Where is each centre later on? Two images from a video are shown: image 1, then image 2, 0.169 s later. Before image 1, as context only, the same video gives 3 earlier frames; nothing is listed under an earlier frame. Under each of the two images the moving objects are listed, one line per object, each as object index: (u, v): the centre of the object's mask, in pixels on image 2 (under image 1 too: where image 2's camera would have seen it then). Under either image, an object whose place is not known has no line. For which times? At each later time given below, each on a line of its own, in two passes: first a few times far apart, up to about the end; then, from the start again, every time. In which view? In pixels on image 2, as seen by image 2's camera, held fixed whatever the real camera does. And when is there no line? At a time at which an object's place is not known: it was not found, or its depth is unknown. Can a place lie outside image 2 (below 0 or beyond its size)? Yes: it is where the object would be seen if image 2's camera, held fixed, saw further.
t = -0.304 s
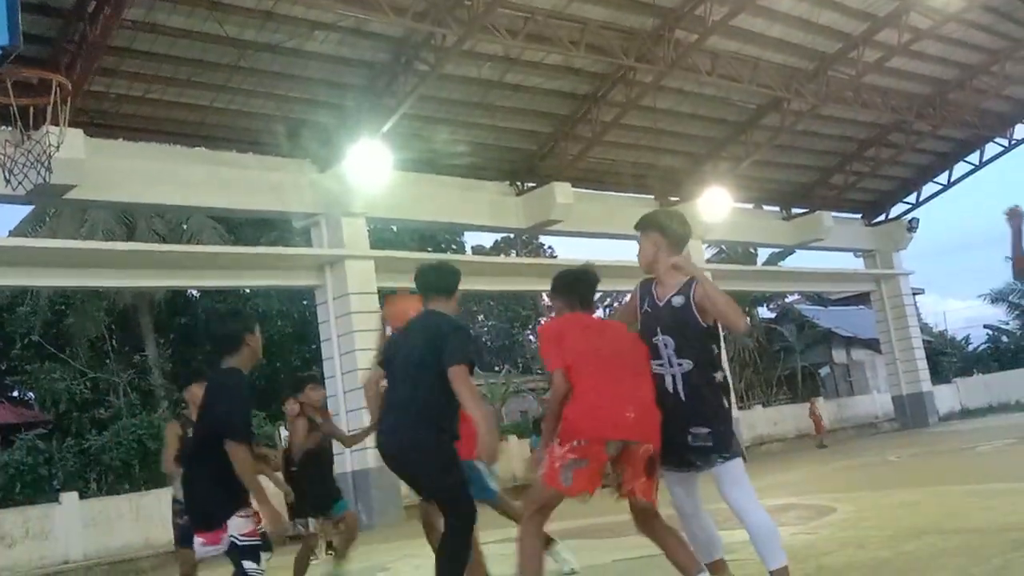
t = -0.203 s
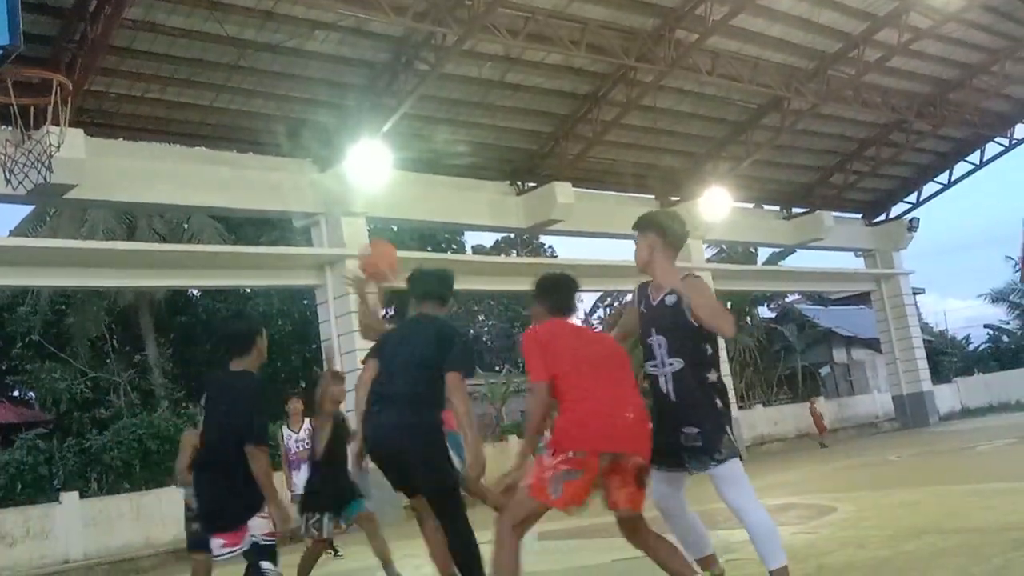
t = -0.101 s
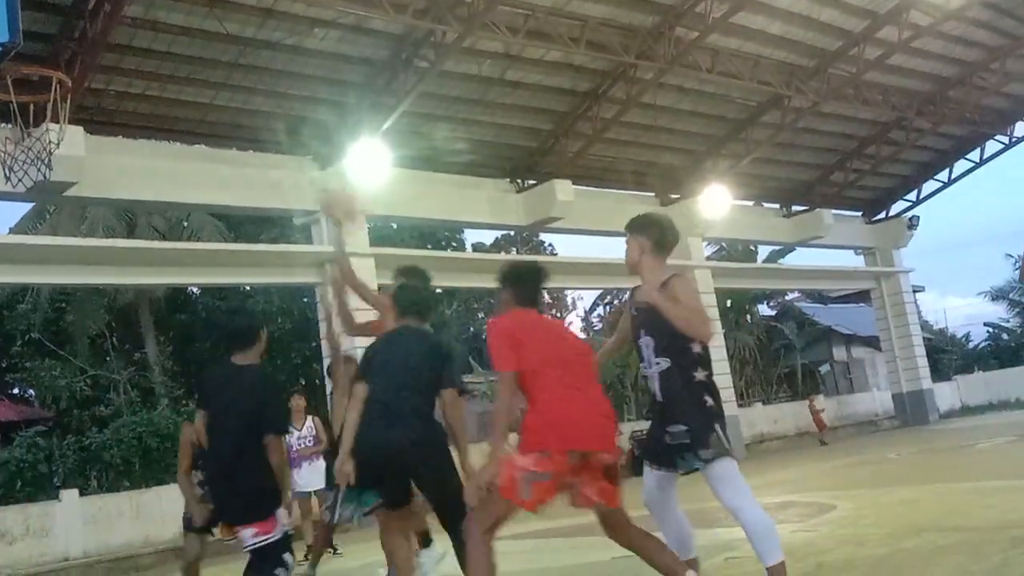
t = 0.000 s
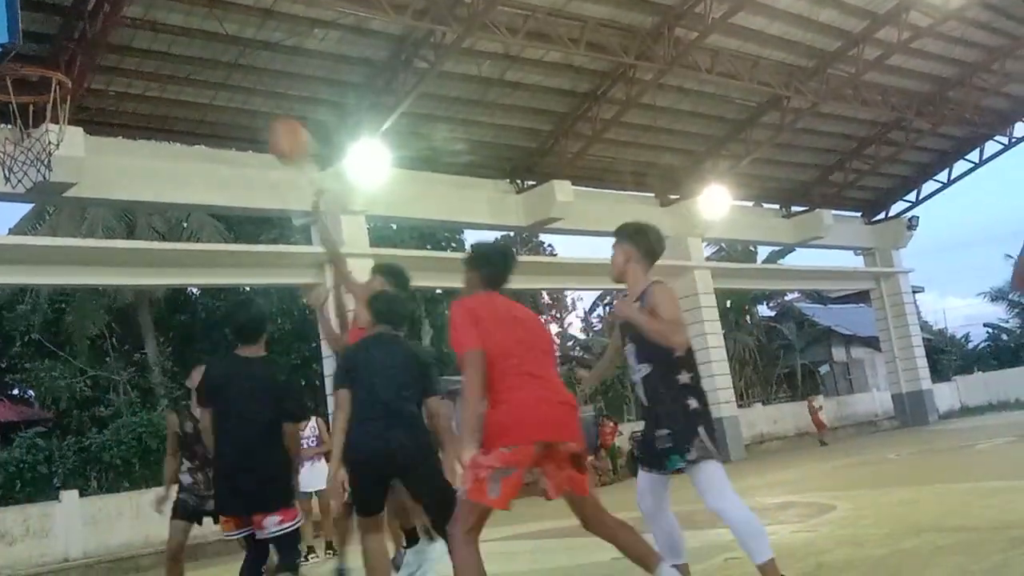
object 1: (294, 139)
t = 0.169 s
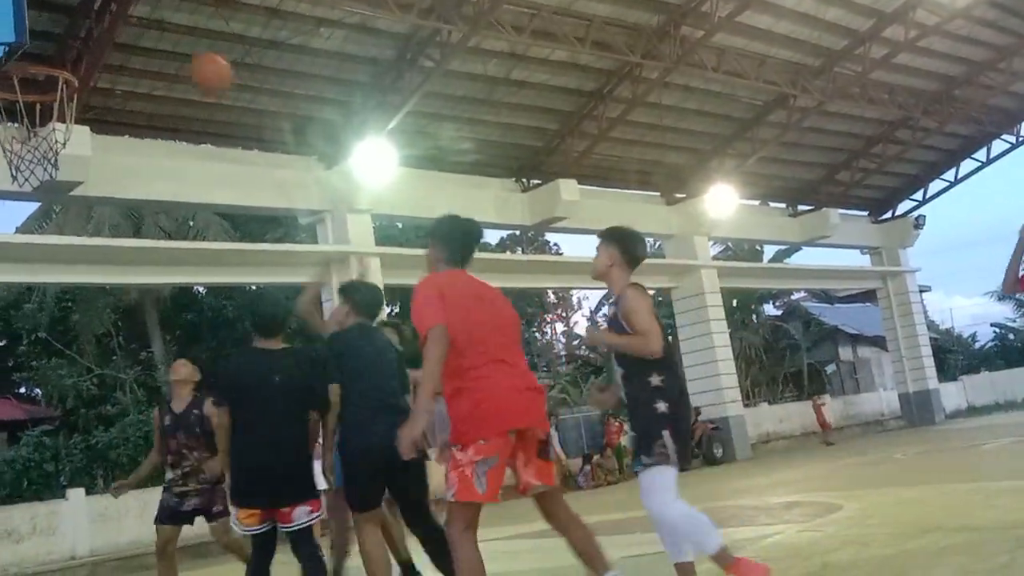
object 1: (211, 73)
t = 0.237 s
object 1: (178, 60)
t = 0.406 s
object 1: (100, 57)
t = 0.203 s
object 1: (195, 66)
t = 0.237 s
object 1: (178, 60)
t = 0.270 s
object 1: (162, 56)
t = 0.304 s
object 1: (146, 54)
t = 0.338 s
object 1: (132, 52)
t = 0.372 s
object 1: (115, 54)
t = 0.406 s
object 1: (100, 57)
